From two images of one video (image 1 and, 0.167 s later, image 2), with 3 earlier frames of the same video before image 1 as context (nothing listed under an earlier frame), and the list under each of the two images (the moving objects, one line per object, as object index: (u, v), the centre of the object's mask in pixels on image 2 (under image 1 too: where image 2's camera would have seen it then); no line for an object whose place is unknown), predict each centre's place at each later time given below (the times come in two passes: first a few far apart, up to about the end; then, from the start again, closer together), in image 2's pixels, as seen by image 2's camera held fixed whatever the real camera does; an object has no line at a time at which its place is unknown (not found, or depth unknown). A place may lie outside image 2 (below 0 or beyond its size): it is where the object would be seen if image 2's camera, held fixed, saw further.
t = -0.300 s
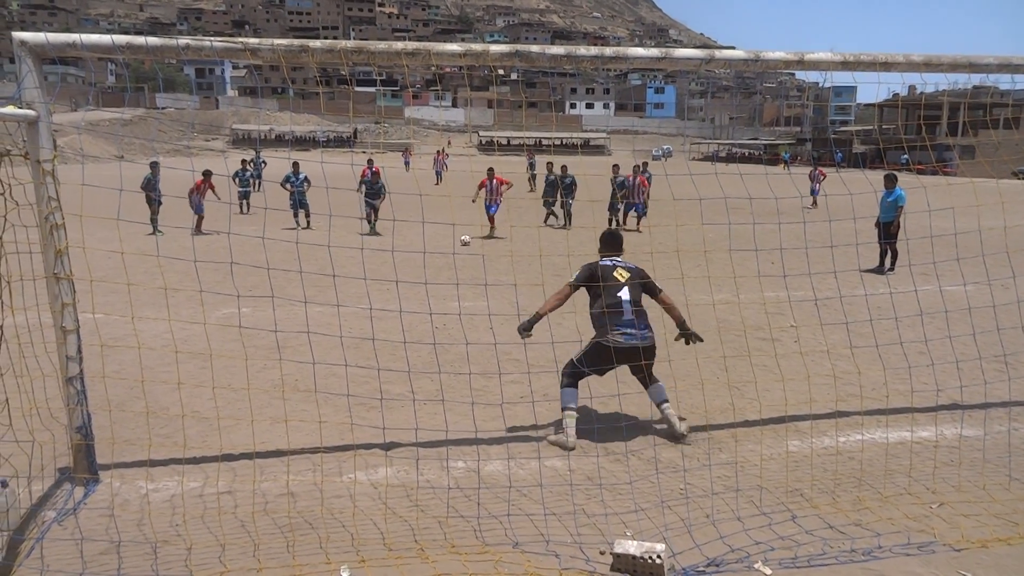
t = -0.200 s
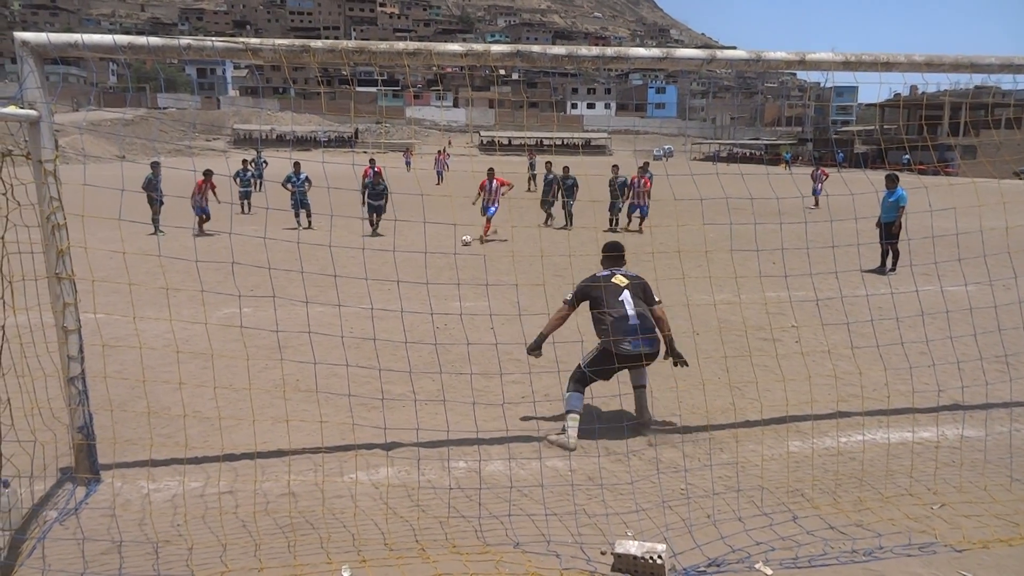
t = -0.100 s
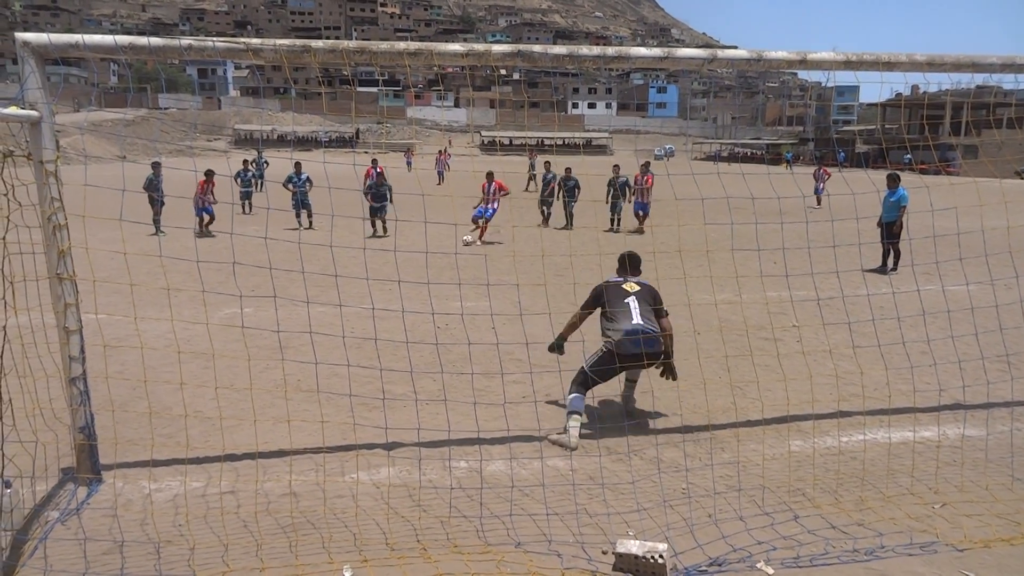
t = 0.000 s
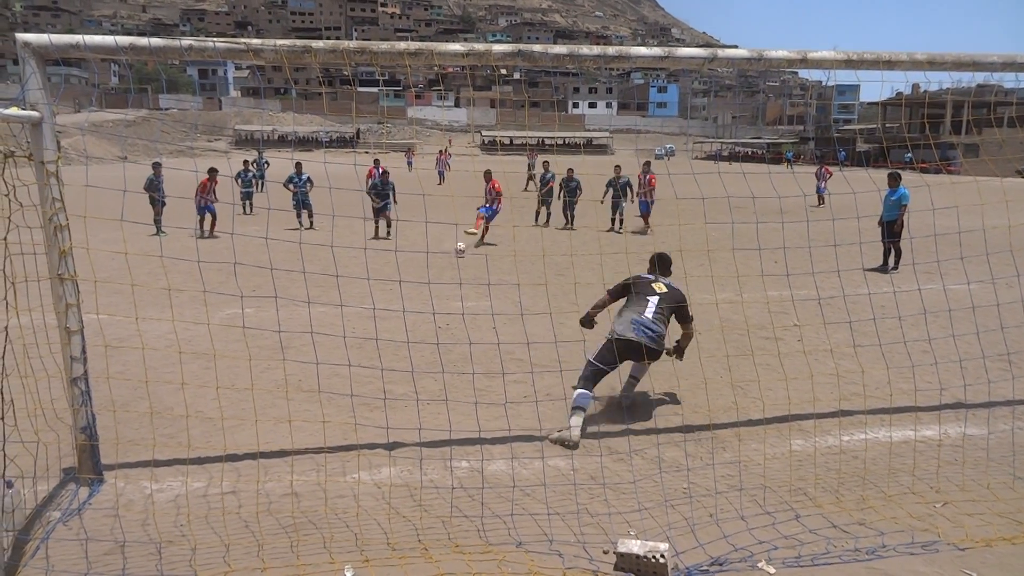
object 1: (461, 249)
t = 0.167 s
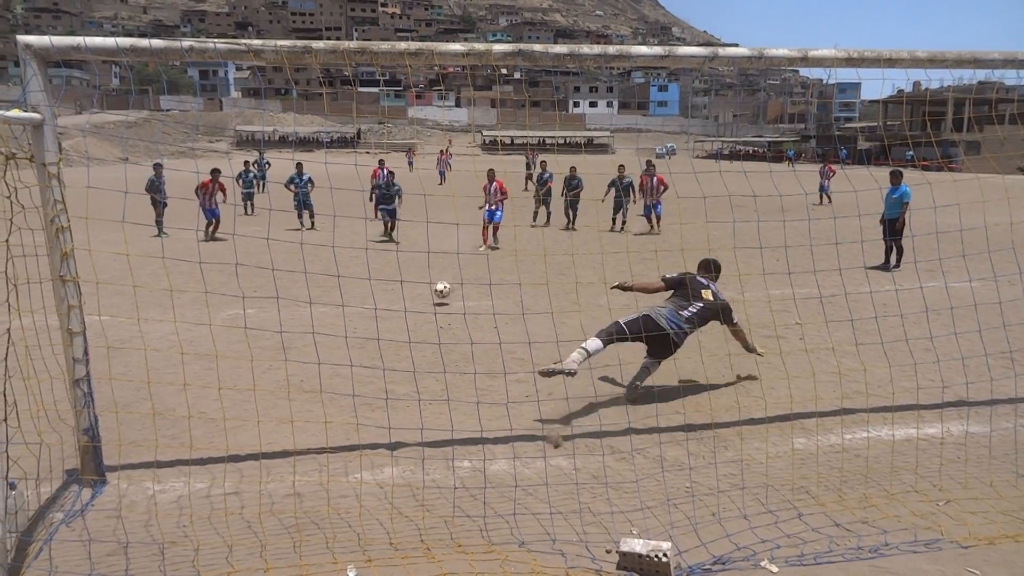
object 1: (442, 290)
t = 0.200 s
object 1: (438, 297)
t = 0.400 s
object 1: (405, 462)
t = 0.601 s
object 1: (302, 504)
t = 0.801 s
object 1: (226, 447)
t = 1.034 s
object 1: (185, 493)
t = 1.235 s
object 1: (177, 461)
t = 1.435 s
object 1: (172, 452)
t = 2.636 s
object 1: (152, 388)
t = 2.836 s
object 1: (148, 382)
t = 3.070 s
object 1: (143, 378)
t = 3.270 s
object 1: (139, 375)
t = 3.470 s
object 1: (134, 373)
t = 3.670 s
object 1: (131, 371)
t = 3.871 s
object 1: (127, 370)
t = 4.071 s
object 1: (121, 369)
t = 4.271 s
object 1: (117, 370)
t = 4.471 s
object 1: (113, 371)
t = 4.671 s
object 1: (113, 371)
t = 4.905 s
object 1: (113, 371)
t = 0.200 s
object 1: (438, 297)
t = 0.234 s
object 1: (434, 309)
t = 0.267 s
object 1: (431, 324)
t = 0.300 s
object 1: (426, 344)
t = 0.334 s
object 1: (420, 371)
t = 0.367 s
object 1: (414, 409)
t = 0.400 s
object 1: (405, 462)
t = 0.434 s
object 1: (395, 520)
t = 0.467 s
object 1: (381, 565)
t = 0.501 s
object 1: (359, 565)
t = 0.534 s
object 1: (346, 553)
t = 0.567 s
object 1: (323, 527)
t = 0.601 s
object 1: (302, 504)
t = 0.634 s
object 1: (286, 484)
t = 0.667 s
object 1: (271, 469)
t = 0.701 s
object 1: (258, 458)
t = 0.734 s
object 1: (246, 451)
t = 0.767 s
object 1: (236, 447)
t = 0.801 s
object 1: (226, 447)
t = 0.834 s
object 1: (219, 449)
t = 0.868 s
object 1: (212, 454)
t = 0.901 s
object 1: (205, 461)
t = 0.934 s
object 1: (200, 468)
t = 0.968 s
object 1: (194, 478)
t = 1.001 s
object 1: (189, 489)
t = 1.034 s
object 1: (185, 493)
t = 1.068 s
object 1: (184, 484)
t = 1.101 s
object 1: (182, 476)
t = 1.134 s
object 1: (180, 468)
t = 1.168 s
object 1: (179, 464)
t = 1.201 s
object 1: (177, 461)
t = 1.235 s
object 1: (177, 461)
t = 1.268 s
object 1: (176, 462)
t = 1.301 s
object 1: (176, 462)
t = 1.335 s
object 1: (174, 459)
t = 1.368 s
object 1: (174, 456)
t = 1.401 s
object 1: (172, 454)
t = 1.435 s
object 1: (172, 452)
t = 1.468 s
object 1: (171, 450)
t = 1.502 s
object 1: (170, 447)
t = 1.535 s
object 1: (169, 444)
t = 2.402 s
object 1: (155, 393)
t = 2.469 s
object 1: (154, 392)
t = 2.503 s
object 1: (153, 391)
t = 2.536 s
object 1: (153, 391)
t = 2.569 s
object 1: (153, 389)
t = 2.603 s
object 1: (152, 388)
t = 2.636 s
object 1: (152, 388)
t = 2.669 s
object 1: (151, 387)
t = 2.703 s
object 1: (151, 386)
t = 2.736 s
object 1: (150, 385)
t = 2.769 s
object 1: (149, 384)
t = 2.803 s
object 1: (148, 384)
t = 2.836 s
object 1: (148, 382)
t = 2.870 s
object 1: (147, 381)
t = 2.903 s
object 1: (146, 380)
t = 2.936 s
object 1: (146, 380)
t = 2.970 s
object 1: (145, 379)
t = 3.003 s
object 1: (145, 378)
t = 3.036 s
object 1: (144, 377)
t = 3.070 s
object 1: (143, 378)
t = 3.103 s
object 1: (142, 377)
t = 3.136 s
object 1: (142, 377)
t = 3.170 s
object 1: (141, 376)
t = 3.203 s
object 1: (140, 376)
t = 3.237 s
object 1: (140, 375)
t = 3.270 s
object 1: (139, 375)
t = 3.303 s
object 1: (138, 375)
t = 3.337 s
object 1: (137, 375)
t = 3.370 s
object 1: (136, 375)
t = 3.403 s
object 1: (136, 374)
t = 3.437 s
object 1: (134, 373)
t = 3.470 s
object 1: (134, 373)
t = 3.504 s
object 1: (133, 372)
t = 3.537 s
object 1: (133, 372)
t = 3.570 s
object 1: (132, 372)
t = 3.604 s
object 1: (132, 371)
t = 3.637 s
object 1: (131, 372)
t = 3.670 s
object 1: (131, 371)
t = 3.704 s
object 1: (130, 371)
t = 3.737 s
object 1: (130, 371)
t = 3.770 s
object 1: (129, 370)
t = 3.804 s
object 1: (129, 370)
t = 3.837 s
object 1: (128, 370)
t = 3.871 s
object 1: (127, 370)
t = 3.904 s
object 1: (126, 370)
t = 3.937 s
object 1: (125, 370)
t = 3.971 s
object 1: (124, 370)
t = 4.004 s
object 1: (123, 370)
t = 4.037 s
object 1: (122, 369)
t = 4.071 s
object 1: (121, 369)
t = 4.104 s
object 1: (120, 369)
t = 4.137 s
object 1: (120, 370)
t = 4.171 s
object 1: (119, 370)
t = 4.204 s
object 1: (118, 370)
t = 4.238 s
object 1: (117, 370)
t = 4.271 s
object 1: (117, 370)
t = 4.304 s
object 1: (116, 370)
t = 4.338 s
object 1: (115, 370)
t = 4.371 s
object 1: (115, 371)
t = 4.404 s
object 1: (114, 371)
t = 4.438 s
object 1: (114, 371)
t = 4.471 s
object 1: (113, 371)
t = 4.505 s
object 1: (113, 371)
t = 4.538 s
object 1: (113, 371)
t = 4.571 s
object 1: (113, 371)
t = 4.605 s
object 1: (113, 371)
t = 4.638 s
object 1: (113, 371)
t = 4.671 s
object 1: (113, 371)
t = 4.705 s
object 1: (113, 371)
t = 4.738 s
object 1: (113, 371)
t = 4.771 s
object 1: (113, 371)
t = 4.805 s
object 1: (113, 371)
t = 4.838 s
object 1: (113, 371)
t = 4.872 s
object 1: (113, 371)
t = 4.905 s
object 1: (113, 371)
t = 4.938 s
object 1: (113, 371)
